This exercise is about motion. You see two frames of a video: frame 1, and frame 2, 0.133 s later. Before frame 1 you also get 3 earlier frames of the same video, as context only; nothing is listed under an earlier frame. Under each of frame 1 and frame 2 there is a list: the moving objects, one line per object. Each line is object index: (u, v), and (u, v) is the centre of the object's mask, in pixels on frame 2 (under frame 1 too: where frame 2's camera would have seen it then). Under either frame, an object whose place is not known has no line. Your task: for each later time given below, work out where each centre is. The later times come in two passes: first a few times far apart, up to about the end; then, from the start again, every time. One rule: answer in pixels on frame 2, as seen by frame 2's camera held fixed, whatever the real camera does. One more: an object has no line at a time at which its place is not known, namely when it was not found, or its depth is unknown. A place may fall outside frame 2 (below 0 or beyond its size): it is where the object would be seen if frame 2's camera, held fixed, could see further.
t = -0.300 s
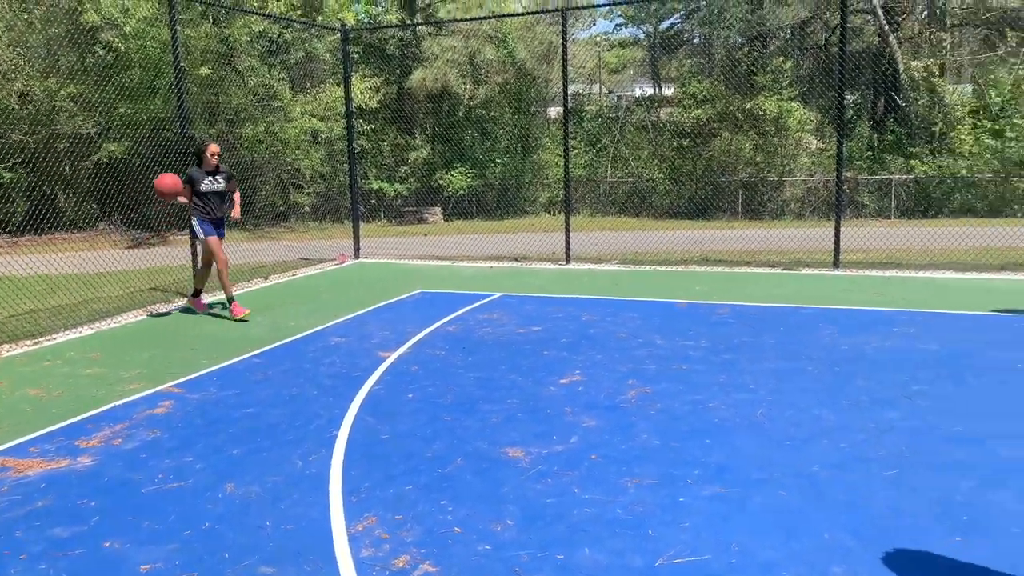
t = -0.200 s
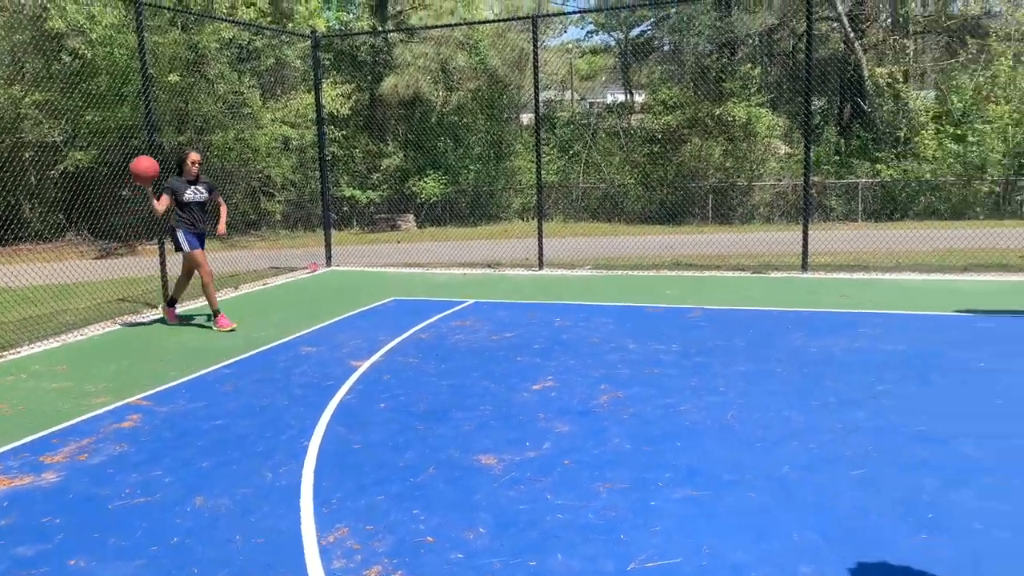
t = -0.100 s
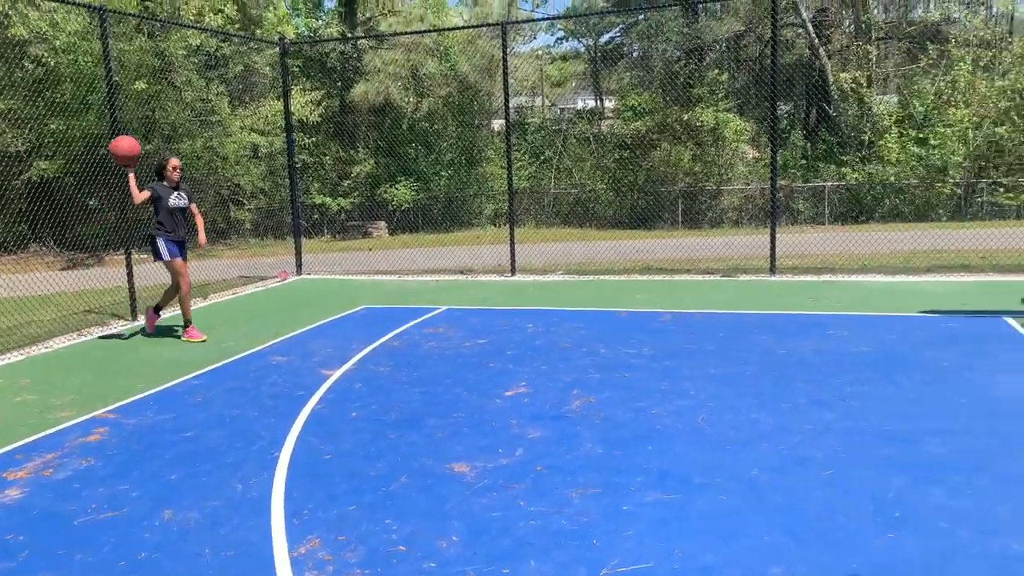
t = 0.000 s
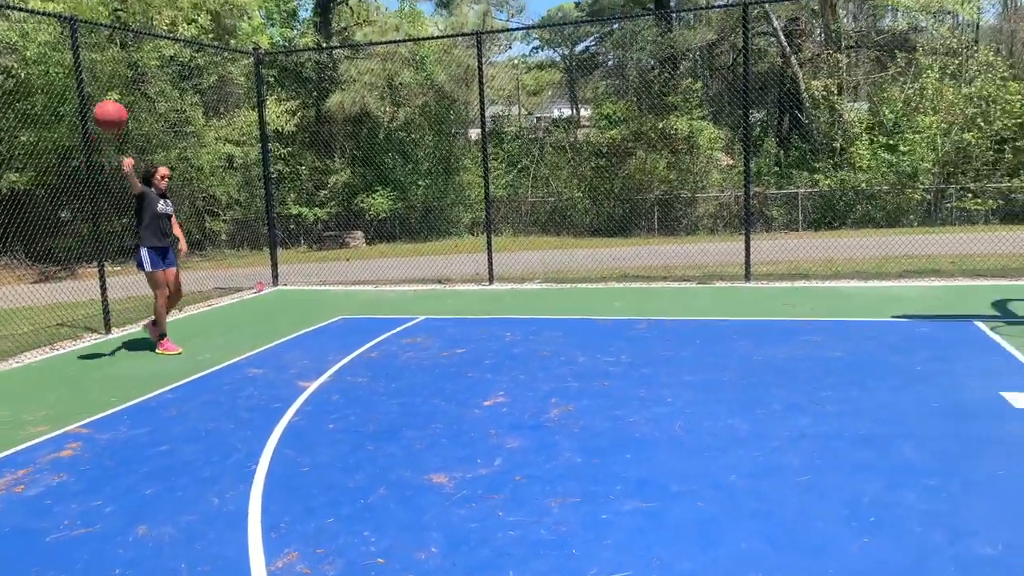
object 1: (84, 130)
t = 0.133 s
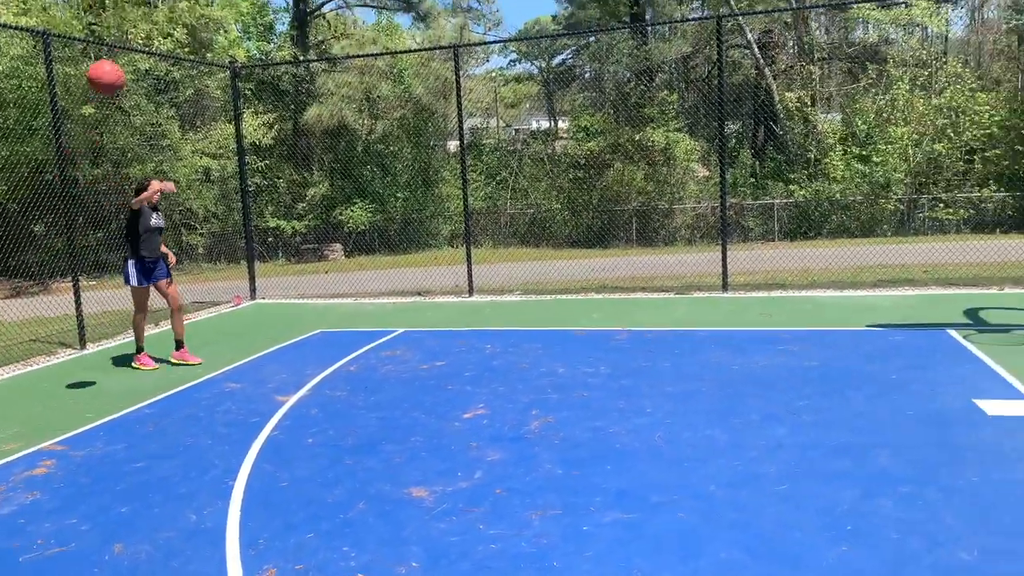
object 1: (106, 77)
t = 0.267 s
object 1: (135, 43)
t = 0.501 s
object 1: (221, 49)
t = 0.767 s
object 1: (382, 232)
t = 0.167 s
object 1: (112, 67)
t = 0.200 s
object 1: (119, 57)
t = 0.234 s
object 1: (128, 49)
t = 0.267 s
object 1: (135, 43)
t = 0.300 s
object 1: (145, 38)
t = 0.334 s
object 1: (155, 34)
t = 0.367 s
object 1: (166, 33)
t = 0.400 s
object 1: (179, 34)
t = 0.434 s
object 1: (191, 36)
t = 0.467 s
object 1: (206, 41)
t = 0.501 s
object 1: (221, 49)
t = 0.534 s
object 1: (238, 59)
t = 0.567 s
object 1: (255, 72)
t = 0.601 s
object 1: (274, 88)
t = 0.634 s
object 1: (293, 109)
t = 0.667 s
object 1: (313, 133)
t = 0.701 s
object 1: (335, 161)
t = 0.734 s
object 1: (358, 195)
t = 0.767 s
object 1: (382, 232)
